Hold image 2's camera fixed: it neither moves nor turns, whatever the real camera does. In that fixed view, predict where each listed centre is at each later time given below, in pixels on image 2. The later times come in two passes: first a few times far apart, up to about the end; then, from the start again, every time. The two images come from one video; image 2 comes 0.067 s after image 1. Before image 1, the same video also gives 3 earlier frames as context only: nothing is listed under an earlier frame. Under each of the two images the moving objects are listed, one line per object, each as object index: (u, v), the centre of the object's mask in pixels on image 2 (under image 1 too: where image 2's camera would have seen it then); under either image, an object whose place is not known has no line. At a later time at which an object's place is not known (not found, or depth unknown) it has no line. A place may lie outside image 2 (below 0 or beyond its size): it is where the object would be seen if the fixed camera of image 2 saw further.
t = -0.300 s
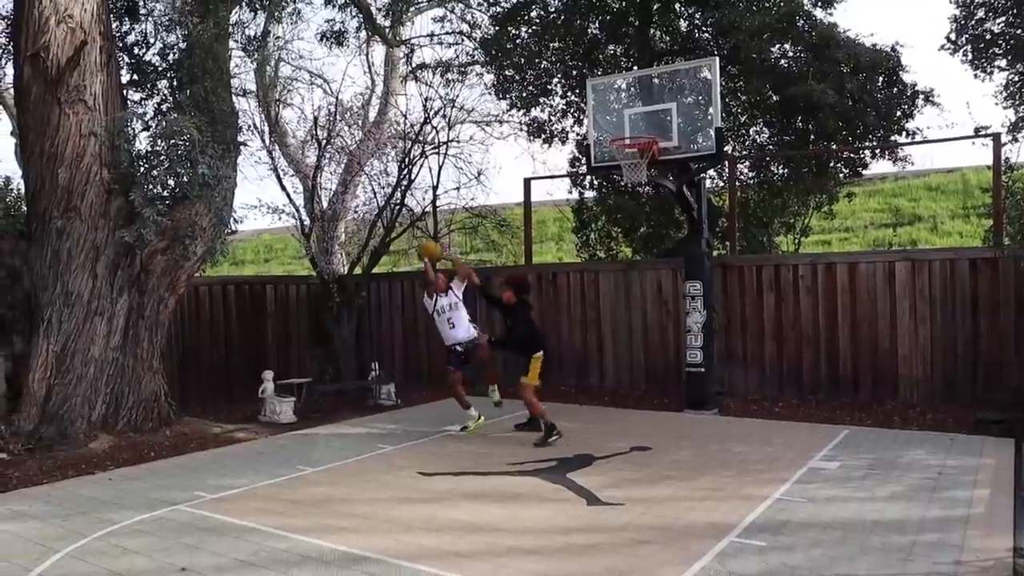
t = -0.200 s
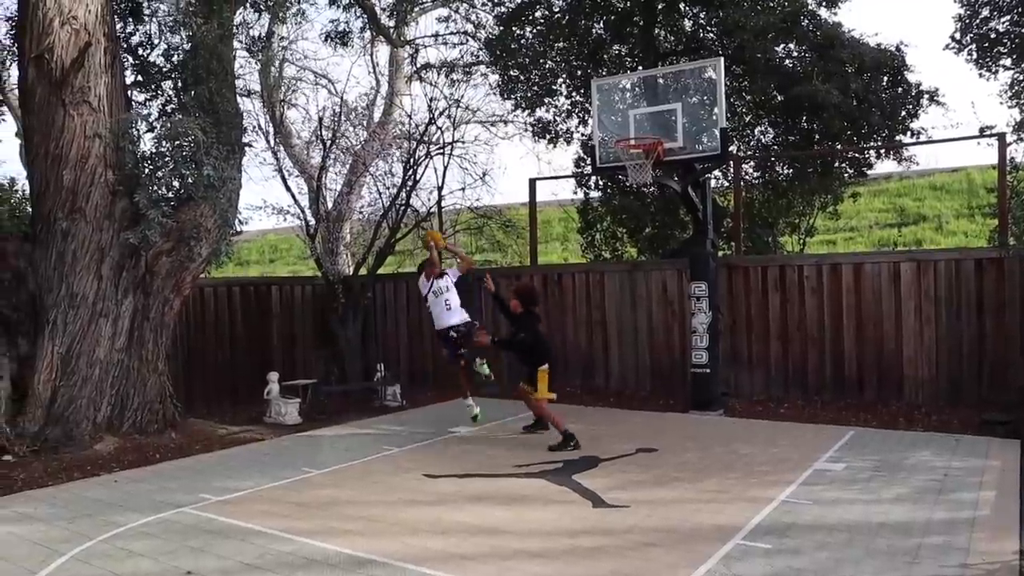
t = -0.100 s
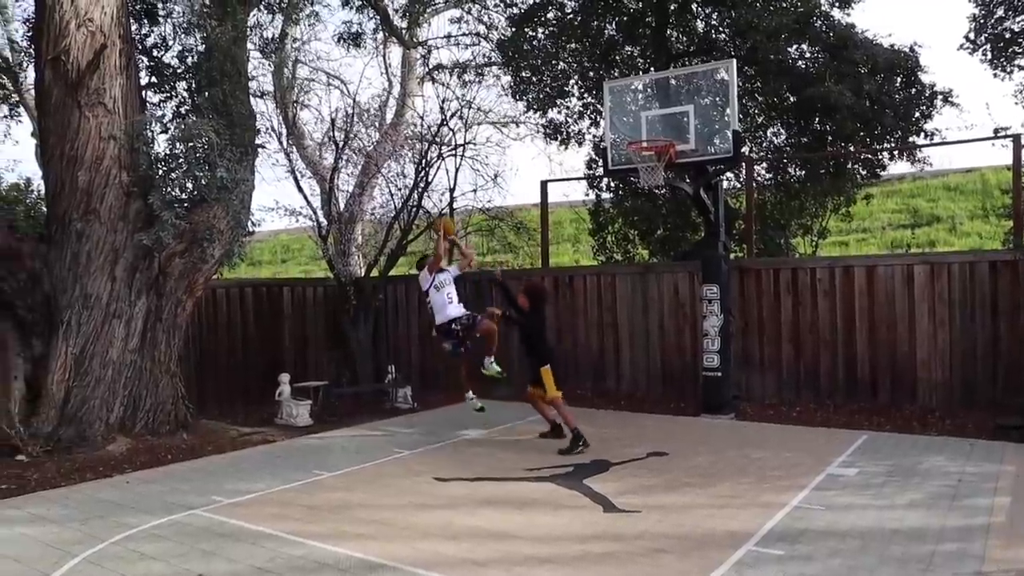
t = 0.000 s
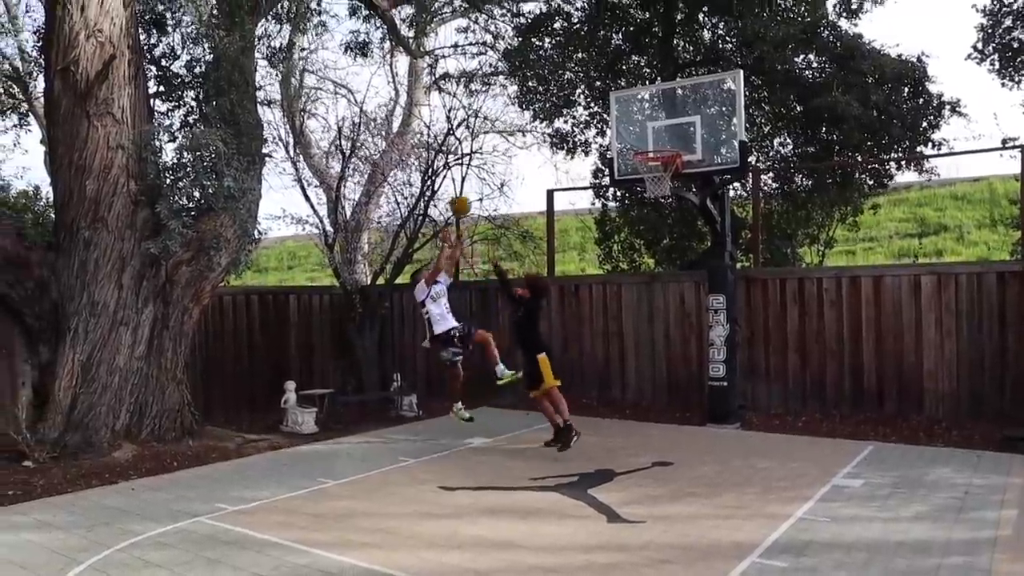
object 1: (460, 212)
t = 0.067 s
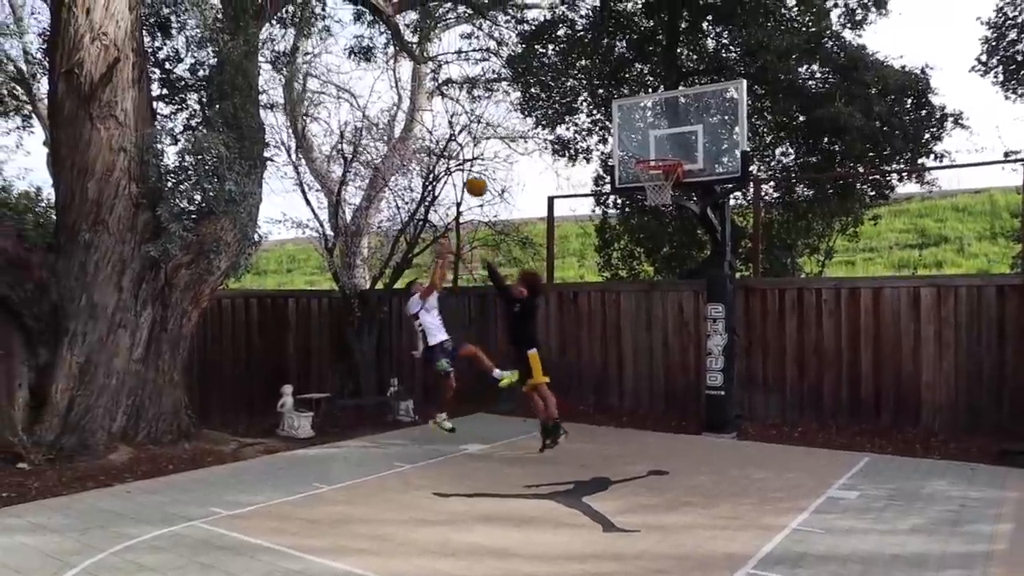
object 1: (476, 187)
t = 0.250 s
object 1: (519, 136)
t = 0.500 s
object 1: (580, 117)
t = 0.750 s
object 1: (643, 151)
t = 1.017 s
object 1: (671, 189)
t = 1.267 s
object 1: (668, 238)
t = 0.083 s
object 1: (480, 181)
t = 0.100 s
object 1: (484, 175)
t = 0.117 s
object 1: (488, 170)
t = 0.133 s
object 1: (492, 165)
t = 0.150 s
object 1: (496, 160)
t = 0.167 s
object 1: (500, 155)
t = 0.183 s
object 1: (505, 148)
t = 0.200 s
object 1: (508, 145)
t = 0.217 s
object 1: (512, 142)
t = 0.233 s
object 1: (516, 139)
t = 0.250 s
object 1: (519, 136)
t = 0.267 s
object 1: (523, 133)
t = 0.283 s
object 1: (527, 130)
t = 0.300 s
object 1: (531, 128)
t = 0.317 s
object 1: (535, 125)
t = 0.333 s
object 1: (539, 123)
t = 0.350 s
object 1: (543, 121)
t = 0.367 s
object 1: (546, 120)
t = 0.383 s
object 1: (551, 118)
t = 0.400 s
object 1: (554, 117)
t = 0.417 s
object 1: (559, 117)
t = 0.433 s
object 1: (561, 117)
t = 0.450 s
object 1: (567, 116)
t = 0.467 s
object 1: (569, 116)
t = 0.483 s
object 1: (575, 117)
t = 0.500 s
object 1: (580, 117)
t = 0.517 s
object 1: (583, 118)
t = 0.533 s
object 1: (587, 119)
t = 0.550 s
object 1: (592, 120)
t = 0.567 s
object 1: (596, 121)
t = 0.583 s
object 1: (600, 122)
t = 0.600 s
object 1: (603, 124)
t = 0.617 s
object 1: (611, 126)
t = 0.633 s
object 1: (613, 129)
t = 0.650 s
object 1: (618, 131)
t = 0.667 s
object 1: (622, 136)
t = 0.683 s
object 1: (625, 137)
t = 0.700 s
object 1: (629, 140)
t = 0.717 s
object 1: (635, 148)
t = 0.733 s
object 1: (639, 149)
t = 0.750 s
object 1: (643, 151)
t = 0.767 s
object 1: (648, 158)
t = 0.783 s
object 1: (651, 160)
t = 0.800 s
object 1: (658, 160)
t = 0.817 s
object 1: (663, 175)
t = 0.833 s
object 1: (666, 178)
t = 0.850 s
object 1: (669, 180)
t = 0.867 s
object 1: (671, 183)
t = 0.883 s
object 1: (674, 186)
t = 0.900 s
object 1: (672, 182)
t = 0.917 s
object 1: (673, 182)
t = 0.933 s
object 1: (673, 182)
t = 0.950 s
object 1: (674, 185)
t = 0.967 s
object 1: (674, 184)
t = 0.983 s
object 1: (673, 185)
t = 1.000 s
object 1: (673, 187)
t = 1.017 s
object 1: (671, 189)
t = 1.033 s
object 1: (671, 190)
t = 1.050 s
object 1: (668, 190)
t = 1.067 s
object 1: (666, 192)
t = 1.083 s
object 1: (674, 196)
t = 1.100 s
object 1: (673, 199)
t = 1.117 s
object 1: (672, 202)
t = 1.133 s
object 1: (670, 204)
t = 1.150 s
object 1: (669, 208)
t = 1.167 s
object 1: (670, 210)
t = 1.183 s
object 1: (668, 215)
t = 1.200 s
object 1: (669, 219)
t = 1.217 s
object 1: (669, 225)
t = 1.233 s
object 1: (668, 229)
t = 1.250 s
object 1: (668, 234)
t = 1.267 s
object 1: (668, 238)
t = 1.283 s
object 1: (668, 243)
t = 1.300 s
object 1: (668, 248)
